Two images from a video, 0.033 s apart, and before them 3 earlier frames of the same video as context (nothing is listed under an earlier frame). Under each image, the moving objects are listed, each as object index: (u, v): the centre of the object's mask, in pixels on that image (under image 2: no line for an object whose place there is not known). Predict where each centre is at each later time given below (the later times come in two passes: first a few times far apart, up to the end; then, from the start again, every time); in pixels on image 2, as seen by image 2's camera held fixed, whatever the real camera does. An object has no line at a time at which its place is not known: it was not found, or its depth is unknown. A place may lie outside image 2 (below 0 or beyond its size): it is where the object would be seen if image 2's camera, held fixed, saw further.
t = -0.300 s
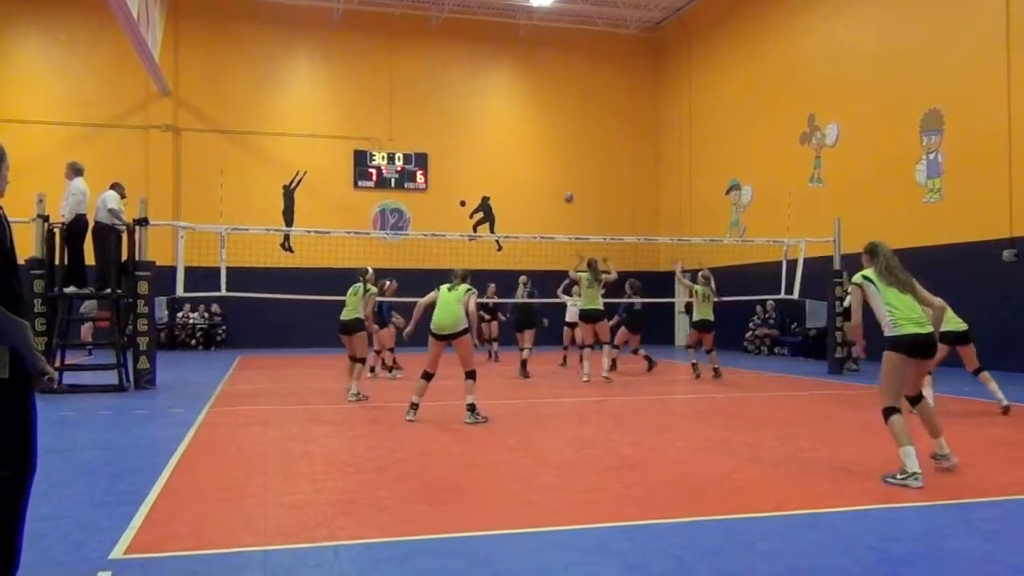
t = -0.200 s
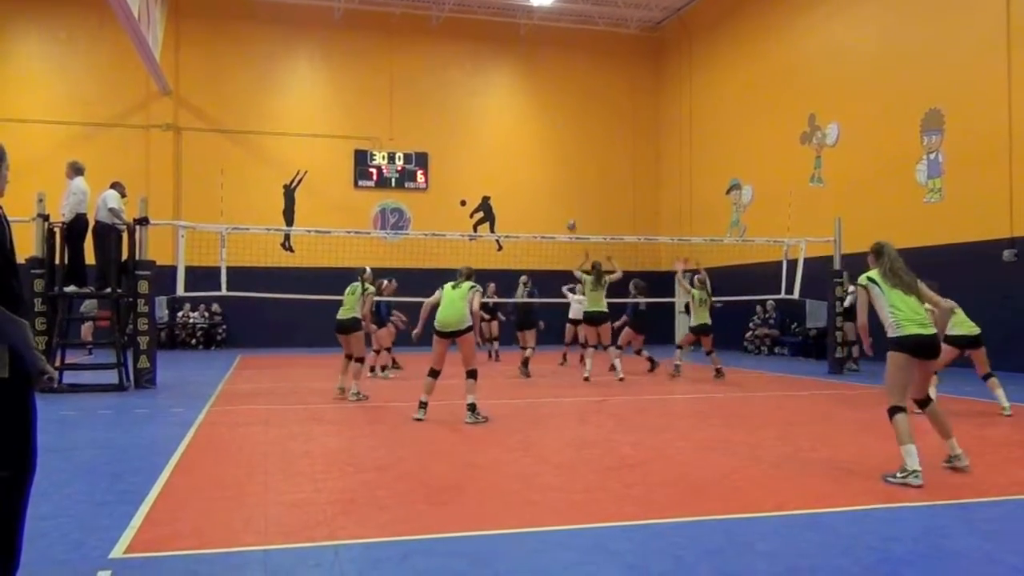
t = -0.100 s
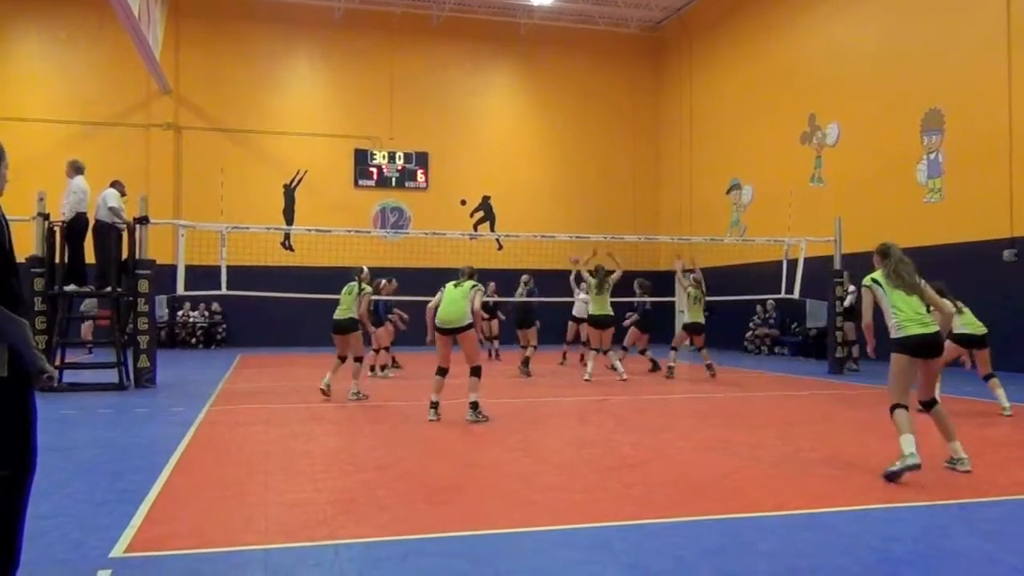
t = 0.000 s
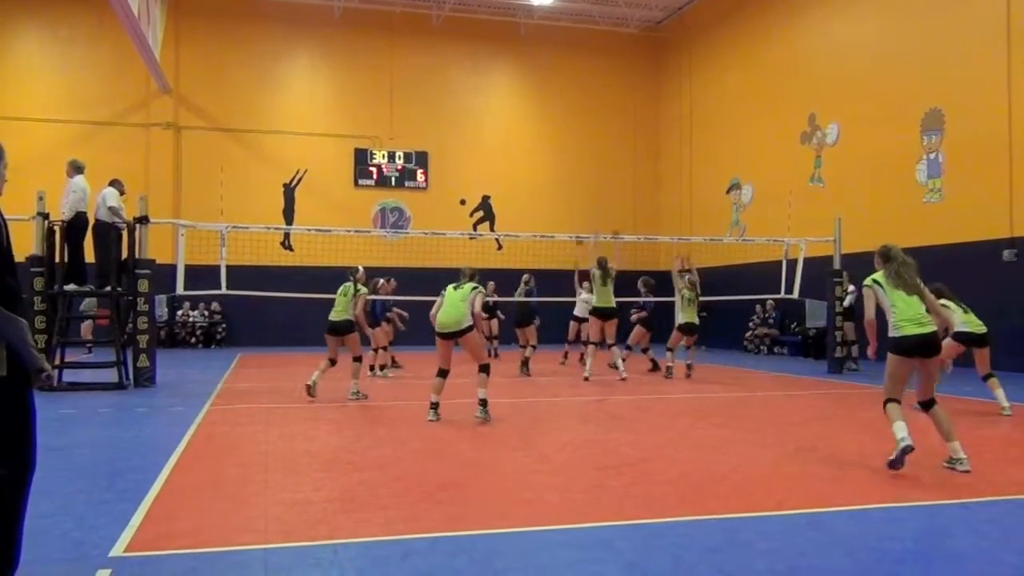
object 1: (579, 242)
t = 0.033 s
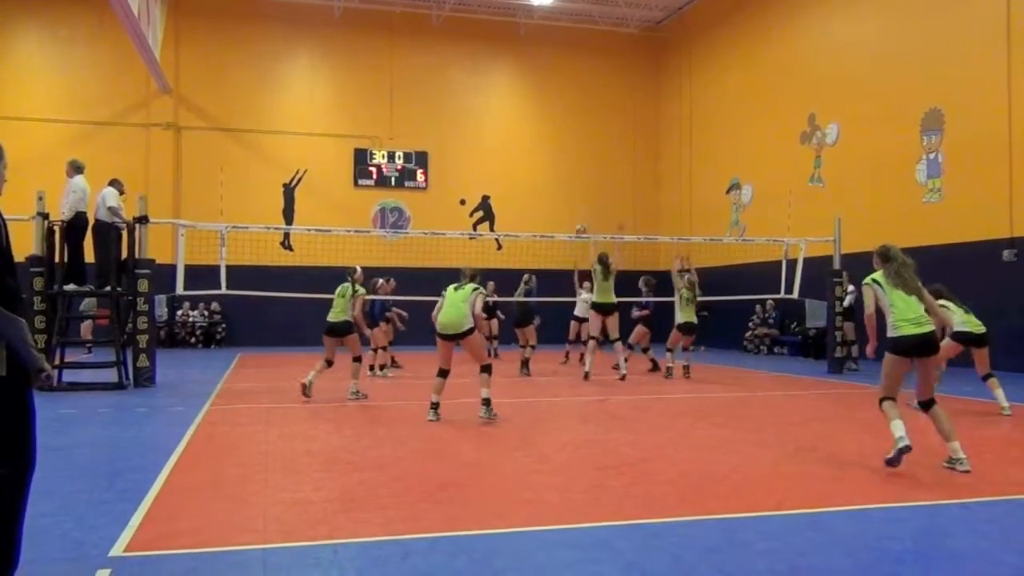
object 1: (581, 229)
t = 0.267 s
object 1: (595, 175)
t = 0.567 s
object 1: (617, 142)
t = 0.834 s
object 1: (648, 172)
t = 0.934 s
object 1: (664, 205)
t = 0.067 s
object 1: (582, 222)
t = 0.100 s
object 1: (584, 211)
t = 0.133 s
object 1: (585, 205)
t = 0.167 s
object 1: (588, 197)
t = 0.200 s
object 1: (590, 188)
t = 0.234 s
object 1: (592, 181)
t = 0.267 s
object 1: (595, 175)
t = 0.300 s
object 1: (597, 168)
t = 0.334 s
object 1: (599, 162)
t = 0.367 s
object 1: (601, 159)
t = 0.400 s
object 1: (605, 154)
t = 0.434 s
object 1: (606, 150)
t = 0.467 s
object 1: (609, 147)
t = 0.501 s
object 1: (612, 145)
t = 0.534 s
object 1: (615, 143)
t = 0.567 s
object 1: (617, 142)
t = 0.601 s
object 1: (618, 142)
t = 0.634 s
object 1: (623, 142)
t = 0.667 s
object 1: (627, 144)
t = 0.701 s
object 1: (631, 146)
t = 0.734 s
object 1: (634, 151)
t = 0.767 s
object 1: (640, 156)
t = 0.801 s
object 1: (643, 163)
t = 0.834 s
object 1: (648, 172)
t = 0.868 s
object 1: (652, 180)
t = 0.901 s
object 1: (657, 193)
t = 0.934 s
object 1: (664, 205)
